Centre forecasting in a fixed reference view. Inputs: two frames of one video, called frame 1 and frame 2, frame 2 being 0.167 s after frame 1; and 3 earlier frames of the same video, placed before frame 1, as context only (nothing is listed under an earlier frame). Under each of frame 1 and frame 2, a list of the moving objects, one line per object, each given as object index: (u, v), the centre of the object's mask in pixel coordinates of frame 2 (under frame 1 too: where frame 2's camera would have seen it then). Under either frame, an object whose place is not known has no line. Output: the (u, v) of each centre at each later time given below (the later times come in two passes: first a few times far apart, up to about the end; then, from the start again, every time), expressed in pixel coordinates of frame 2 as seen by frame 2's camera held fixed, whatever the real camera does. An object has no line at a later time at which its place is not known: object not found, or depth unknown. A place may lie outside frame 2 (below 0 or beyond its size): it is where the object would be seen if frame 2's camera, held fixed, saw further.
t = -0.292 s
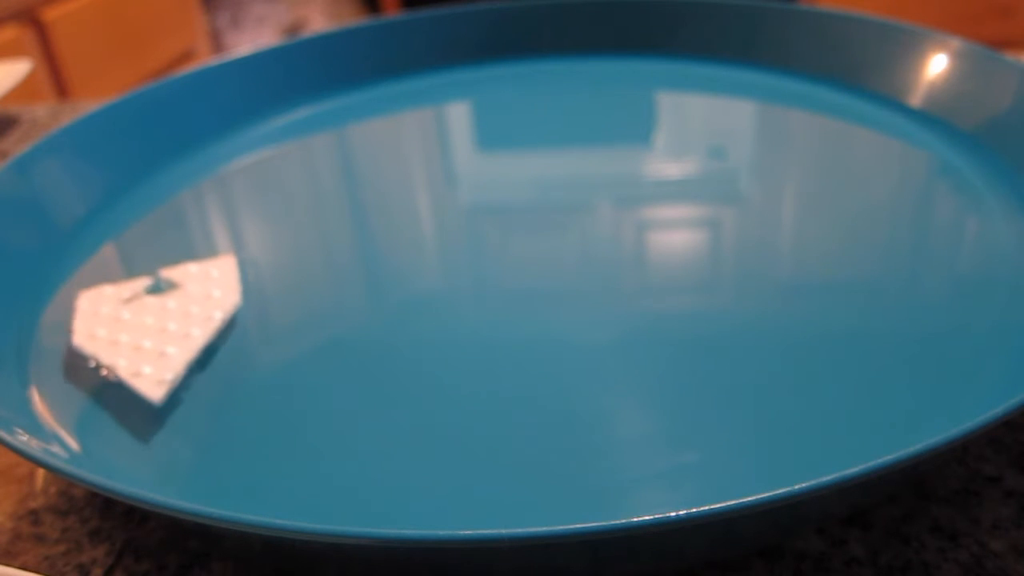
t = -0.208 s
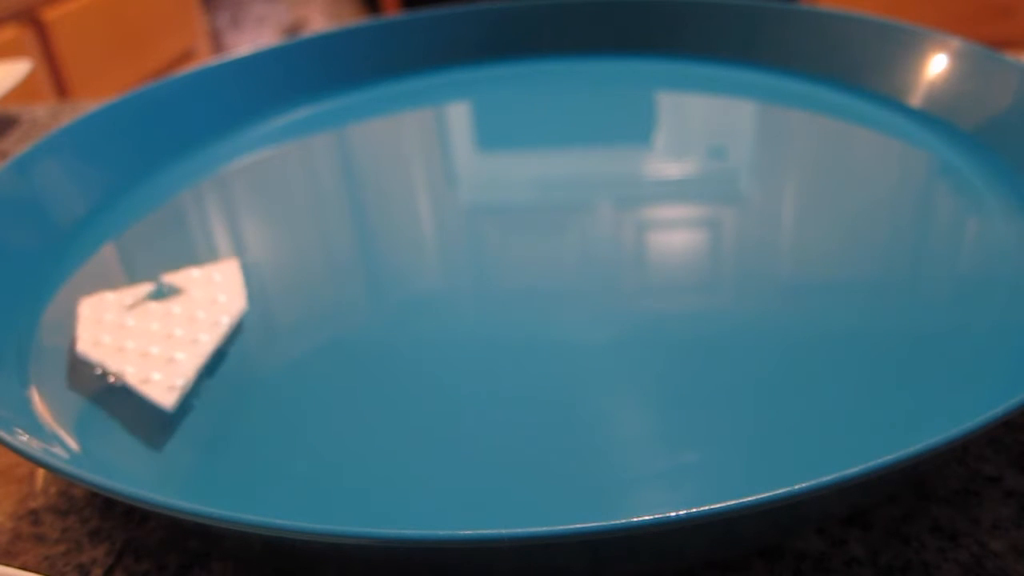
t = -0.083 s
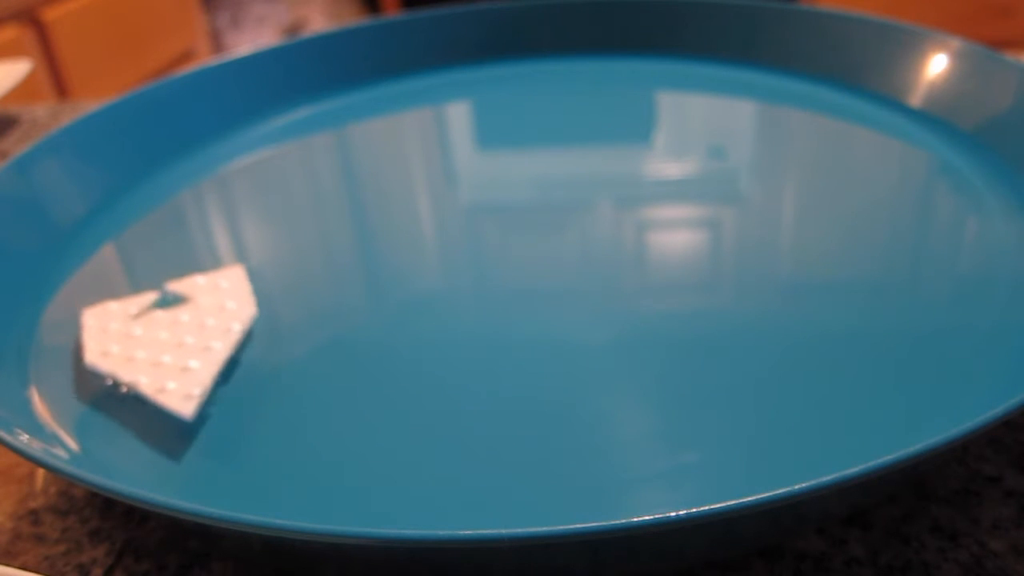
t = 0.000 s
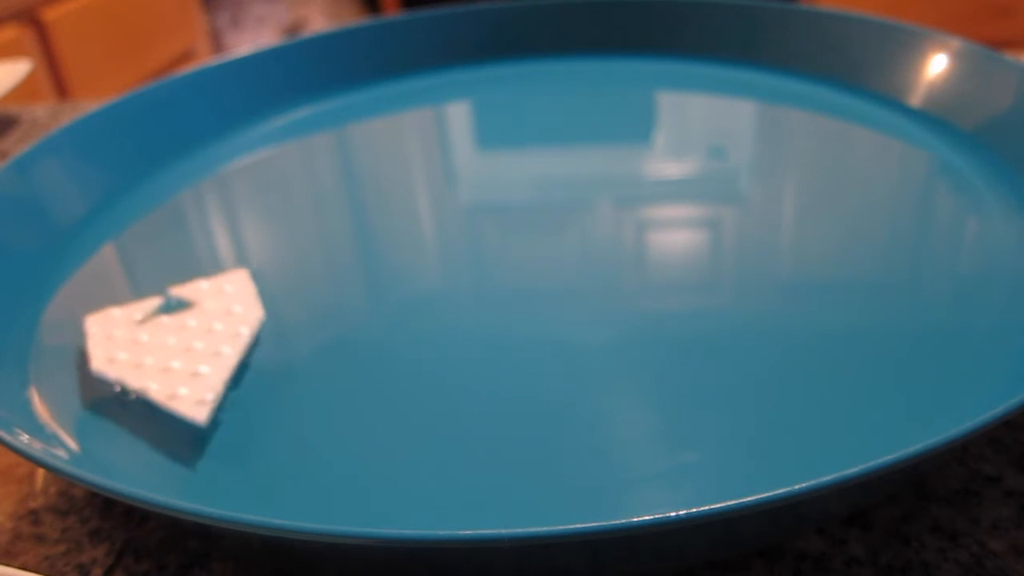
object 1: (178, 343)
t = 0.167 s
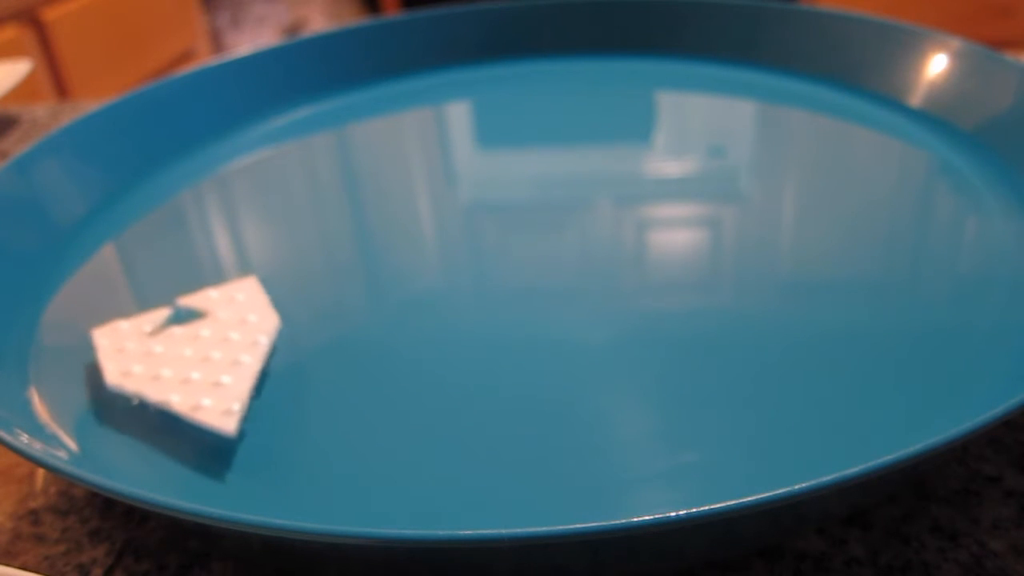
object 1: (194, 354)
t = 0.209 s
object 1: (198, 356)
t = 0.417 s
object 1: (220, 369)
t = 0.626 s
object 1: (246, 381)
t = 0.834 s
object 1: (275, 393)
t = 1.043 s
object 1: (304, 403)
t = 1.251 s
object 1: (336, 412)
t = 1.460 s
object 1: (369, 419)
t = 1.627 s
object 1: (397, 425)
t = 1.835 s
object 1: (433, 430)
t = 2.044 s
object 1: (469, 435)
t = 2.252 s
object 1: (506, 438)
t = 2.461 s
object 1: (547, 441)
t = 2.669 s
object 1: (581, 440)
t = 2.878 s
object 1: (617, 439)
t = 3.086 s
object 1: (656, 437)
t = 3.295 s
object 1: (687, 432)
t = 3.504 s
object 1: (720, 426)
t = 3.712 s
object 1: (752, 418)
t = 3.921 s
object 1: (783, 408)
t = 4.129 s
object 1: (814, 397)
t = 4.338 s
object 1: (840, 385)
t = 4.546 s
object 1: (862, 373)
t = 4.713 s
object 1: (878, 362)
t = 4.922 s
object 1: (895, 348)
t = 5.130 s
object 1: (909, 335)
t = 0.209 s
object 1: (198, 356)
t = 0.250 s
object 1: (203, 360)
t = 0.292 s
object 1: (207, 362)
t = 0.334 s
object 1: (211, 364)
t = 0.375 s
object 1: (216, 366)
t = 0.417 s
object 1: (220, 369)
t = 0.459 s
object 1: (225, 371)
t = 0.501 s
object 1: (231, 375)
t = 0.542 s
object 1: (235, 376)
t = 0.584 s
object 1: (241, 378)
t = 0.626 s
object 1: (246, 381)
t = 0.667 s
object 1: (252, 384)
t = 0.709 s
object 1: (257, 385)
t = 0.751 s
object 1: (262, 388)
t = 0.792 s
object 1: (269, 391)
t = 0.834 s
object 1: (275, 393)
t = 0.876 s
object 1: (281, 395)
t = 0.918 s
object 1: (286, 397)
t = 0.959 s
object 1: (292, 400)
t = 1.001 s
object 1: (298, 401)
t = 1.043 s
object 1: (304, 403)
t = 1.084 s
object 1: (310, 405)
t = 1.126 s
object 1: (316, 407)
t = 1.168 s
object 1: (323, 408)
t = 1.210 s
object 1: (329, 410)
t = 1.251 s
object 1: (336, 412)
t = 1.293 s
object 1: (342, 413)
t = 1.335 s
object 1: (349, 415)
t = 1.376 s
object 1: (356, 416)
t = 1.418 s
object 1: (362, 418)
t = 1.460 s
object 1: (369, 419)
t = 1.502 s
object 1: (376, 421)
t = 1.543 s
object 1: (383, 422)
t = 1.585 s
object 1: (390, 423)
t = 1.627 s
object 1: (397, 425)
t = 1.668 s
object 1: (404, 426)
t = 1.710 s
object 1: (411, 427)
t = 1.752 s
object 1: (418, 428)
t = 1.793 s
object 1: (425, 429)
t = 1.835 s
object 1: (433, 430)
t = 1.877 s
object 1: (440, 431)
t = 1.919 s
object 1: (447, 432)
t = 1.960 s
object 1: (455, 433)
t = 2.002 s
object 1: (462, 434)
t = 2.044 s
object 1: (469, 435)
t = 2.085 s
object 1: (477, 435)
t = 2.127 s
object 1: (484, 436)
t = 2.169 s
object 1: (491, 437)
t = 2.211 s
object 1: (499, 437)
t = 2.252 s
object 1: (506, 438)
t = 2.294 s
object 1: (517, 439)
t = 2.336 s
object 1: (522, 439)
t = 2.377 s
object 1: (529, 439)
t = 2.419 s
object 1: (536, 440)
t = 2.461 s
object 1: (547, 441)
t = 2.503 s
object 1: (551, 440)
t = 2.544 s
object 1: (558, 440)
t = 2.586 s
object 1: (566, 440)
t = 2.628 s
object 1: (573, 441)
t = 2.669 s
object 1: (581, 440)
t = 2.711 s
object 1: (588, 441)
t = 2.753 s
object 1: (599, 441)
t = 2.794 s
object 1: (606, 441)
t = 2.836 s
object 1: (614, 440)
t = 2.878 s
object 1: (617, 439)
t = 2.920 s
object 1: (628, 440)
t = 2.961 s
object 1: (631, 439)
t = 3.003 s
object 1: (642, 439)
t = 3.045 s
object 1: (645, 437)
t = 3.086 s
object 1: (656, 437)
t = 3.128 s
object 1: (659, 436)
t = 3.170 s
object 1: (666, 435)
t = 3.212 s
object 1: (673, 434)
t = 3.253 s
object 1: (680, 433)
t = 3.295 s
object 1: (687, 432)
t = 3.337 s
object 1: (693, 431)
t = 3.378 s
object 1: (700, 430)
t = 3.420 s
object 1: (707, 429)
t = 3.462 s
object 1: (713, 427)
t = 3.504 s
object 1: (720, 426)
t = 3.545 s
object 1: (726, 424)
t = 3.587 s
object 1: (733, 423)
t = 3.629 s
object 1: (739, 421)
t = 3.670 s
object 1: (746, 419)
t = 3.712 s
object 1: (752, 418)
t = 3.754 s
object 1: (758, 416)
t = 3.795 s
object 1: (764, 414)
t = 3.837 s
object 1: (771, 412)
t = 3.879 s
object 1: (776, 410)
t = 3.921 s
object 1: (783, 408)
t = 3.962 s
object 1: (792, 406)
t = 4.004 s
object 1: (794, 404)
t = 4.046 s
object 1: (800, 402)
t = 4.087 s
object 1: (806, 400)
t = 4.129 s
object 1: (814, 397)
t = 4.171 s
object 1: (819, 395)
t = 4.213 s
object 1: (822, 393)
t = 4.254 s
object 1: (830, 390)
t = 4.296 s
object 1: (835, 388)
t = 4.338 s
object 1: (840, 385)
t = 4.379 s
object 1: (844, 383)
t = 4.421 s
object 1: (849, 380)
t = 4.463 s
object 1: (854, 378)
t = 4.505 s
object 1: (858, 375)
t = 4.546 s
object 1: (862, 373)
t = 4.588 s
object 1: (867, 370)
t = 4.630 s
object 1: (870, 367)
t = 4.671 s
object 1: (874, 365)
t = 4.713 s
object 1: (878, 362)
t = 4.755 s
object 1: (882, 359)
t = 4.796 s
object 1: (885, 356)
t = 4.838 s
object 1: (888, 353)
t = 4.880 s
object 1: (892, 351)
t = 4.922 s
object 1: (895, 348)
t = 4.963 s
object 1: (899, 345)
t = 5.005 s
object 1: (901, 343)
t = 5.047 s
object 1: (904, 341)
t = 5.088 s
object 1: (907, 337)
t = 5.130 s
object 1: (909, 335)
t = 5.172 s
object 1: (912, 333)
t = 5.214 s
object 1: (915, 331)
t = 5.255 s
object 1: (916, 326)
